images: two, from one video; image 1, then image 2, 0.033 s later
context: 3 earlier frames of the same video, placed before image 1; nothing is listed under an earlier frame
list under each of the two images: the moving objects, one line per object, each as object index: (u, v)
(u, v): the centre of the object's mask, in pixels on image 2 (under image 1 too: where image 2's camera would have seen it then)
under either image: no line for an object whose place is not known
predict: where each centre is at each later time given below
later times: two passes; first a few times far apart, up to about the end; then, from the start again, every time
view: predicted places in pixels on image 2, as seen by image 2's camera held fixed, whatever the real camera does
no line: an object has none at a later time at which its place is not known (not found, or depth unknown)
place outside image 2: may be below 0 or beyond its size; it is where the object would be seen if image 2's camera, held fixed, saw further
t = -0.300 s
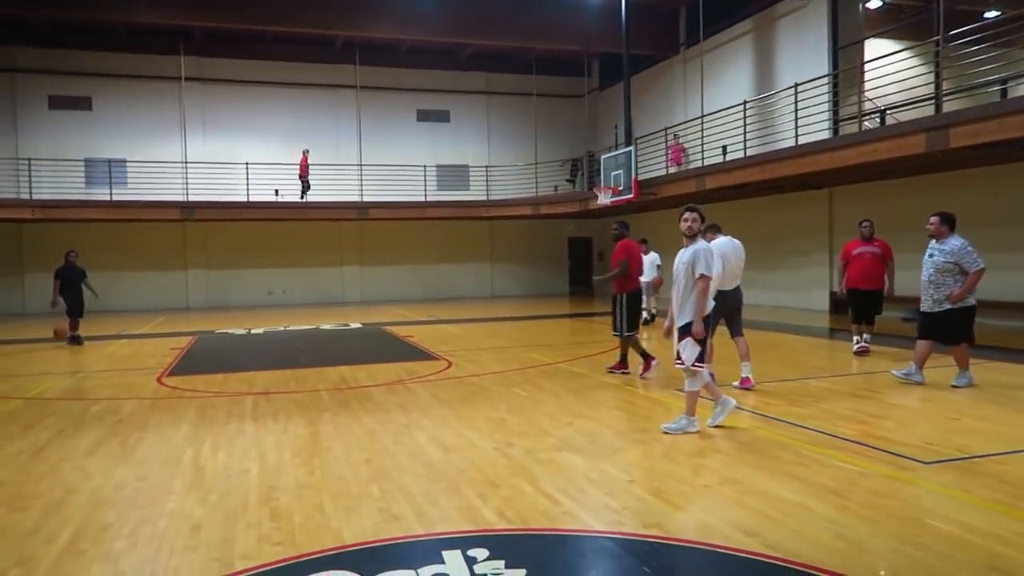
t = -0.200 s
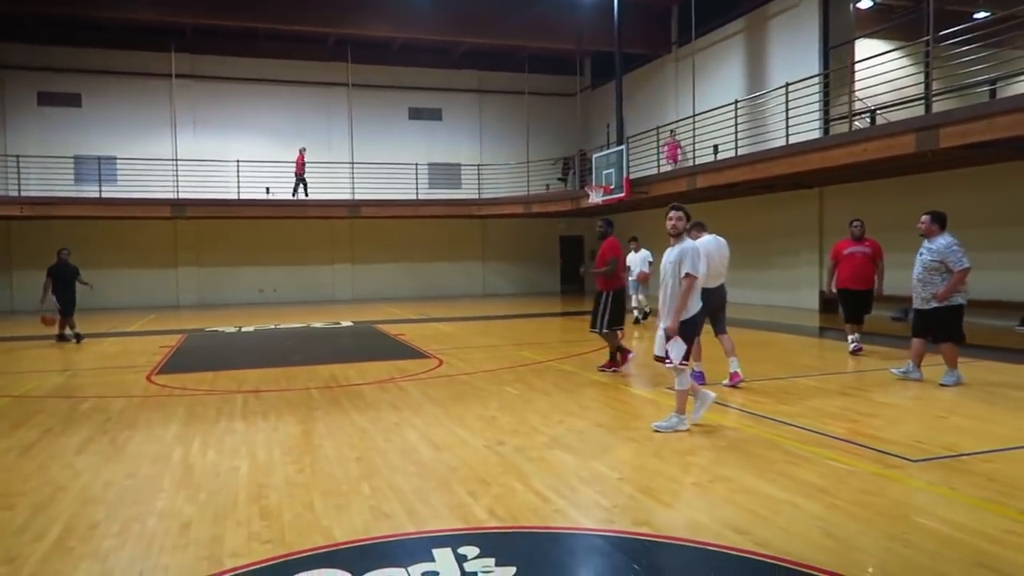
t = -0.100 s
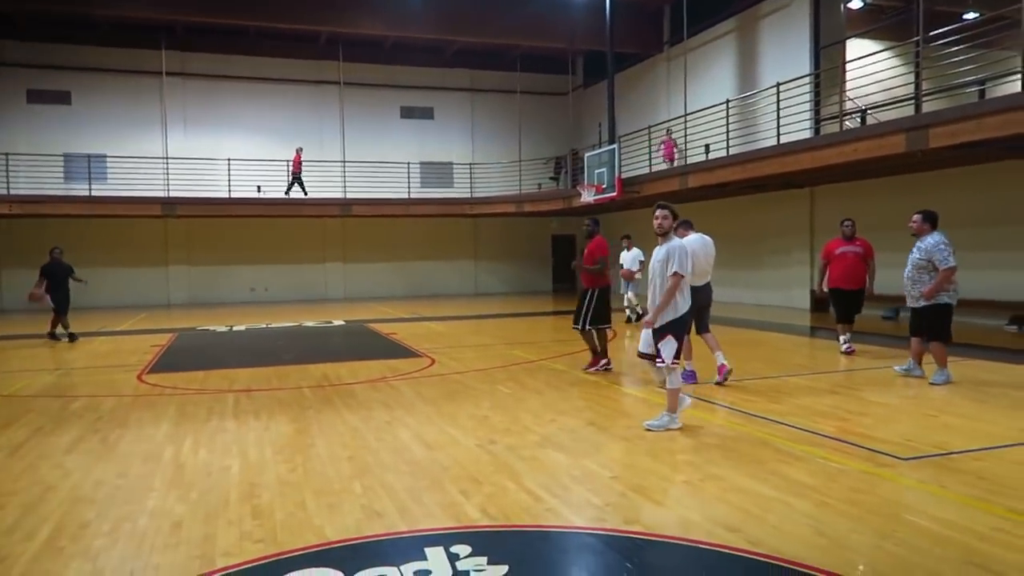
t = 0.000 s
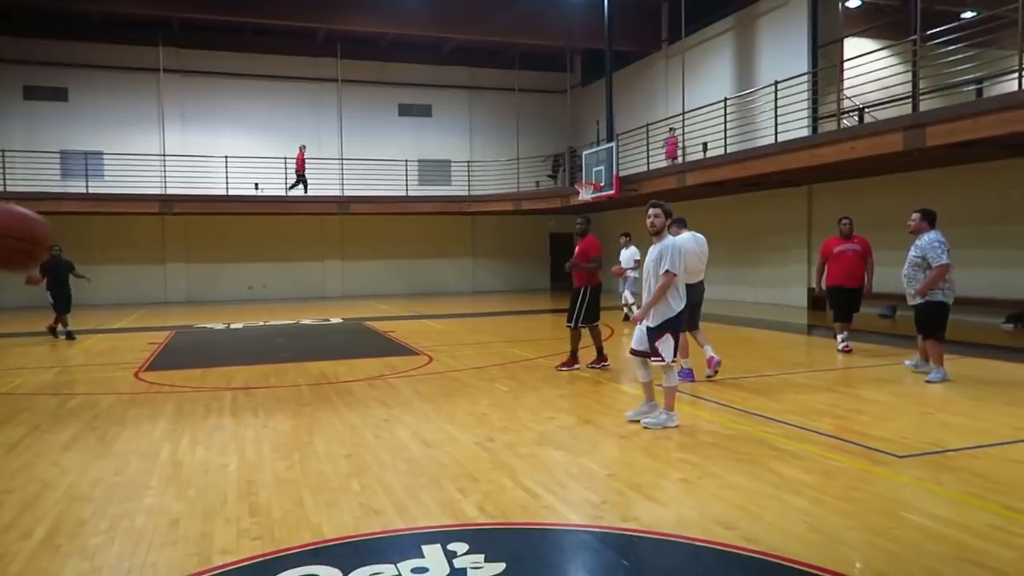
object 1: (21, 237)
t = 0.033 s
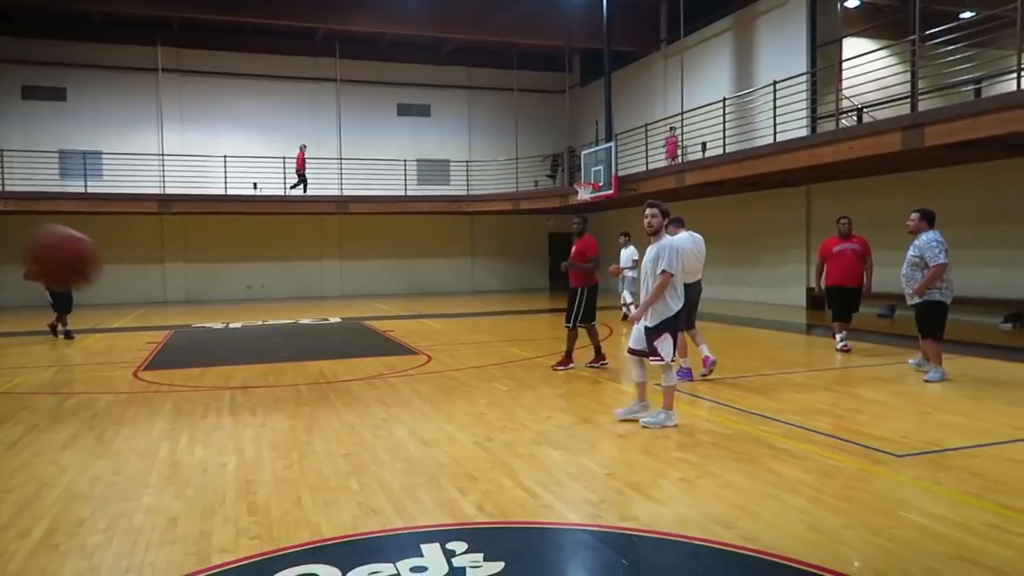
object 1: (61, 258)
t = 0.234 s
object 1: (277, 387)
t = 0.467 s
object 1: (396, 387)
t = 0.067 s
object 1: (107, 278)
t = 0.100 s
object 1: (147, 300)
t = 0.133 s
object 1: (185, 323)
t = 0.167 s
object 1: (218, 345)
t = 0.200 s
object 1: (248, 364)
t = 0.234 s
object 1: (277, 387)
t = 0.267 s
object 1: (302, 410)
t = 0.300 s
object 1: (326, 433)
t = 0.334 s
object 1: (348, 456)
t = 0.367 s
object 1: (364, 458)
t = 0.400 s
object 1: (375, 432)
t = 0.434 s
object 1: (386, 408)
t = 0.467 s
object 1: (396, 387)
